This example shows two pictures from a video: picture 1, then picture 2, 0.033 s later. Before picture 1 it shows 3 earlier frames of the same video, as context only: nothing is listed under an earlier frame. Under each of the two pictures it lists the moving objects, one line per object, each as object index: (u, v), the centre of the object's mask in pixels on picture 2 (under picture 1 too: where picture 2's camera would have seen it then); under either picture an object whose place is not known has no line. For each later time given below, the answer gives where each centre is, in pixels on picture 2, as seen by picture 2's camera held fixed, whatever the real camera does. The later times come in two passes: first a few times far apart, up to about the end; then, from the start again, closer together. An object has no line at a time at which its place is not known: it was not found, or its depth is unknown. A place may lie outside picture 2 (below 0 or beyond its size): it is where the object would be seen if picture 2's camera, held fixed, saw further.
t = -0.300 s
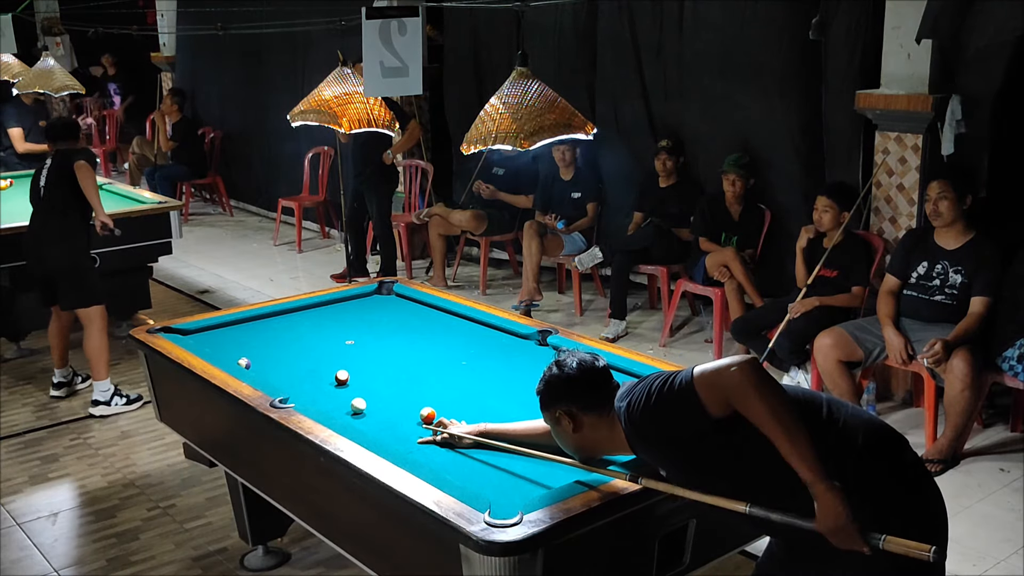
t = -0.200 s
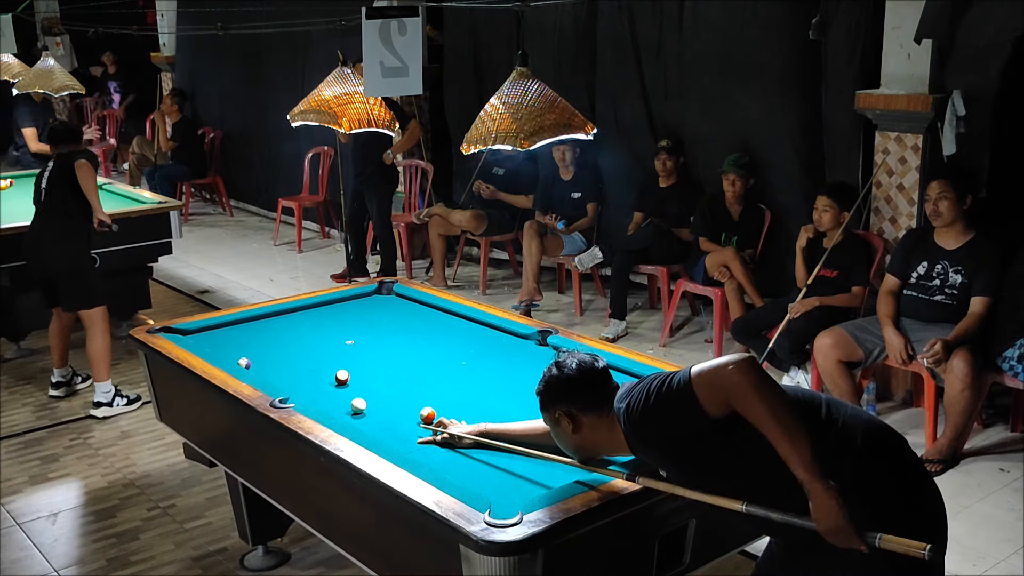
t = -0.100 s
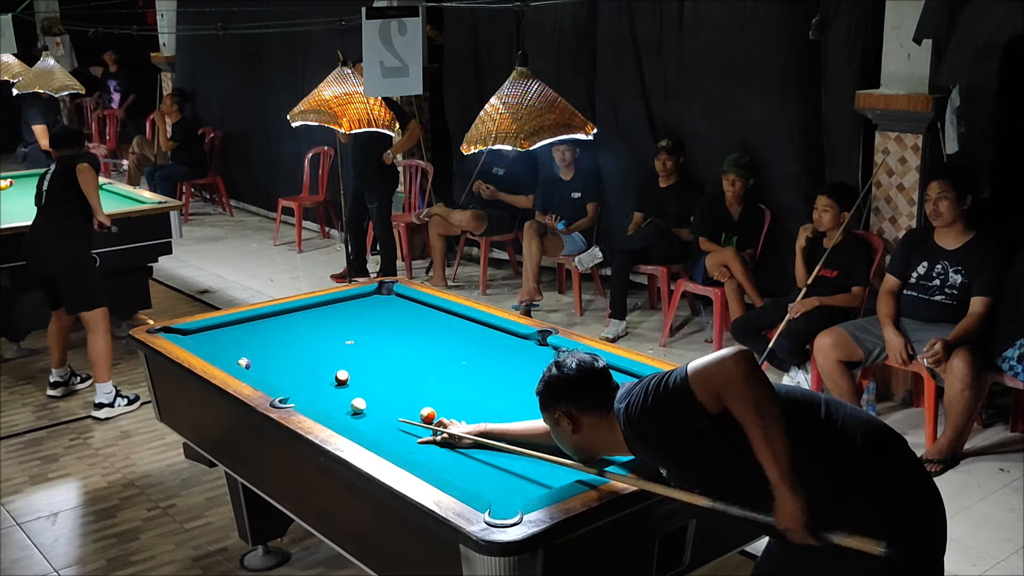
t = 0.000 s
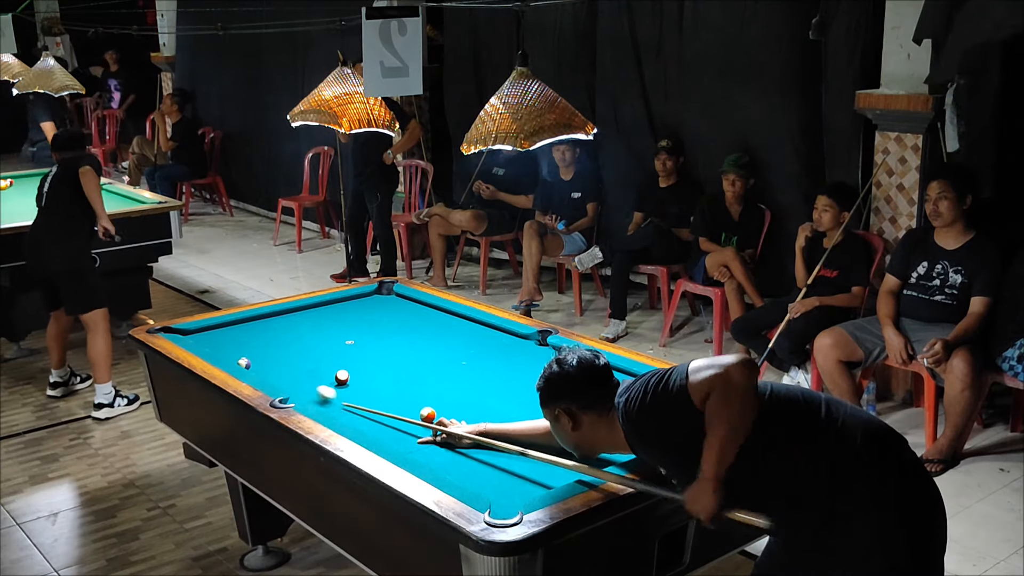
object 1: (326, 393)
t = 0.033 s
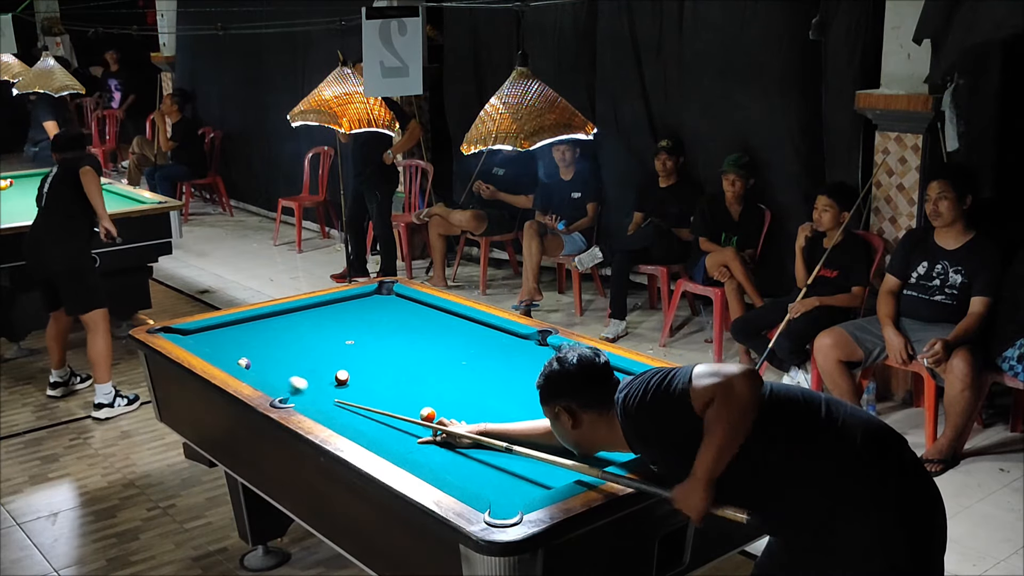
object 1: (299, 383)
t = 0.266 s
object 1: (262, 368)
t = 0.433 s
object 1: (279, 367)
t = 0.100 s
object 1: (251, 366)
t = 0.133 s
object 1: (248, 367)
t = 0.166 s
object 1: (252, 367)
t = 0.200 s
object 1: (255, 367)
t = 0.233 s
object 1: (259, 368)
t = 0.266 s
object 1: (262, 368)
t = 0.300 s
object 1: (266, 368)
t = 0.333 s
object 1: (269, 368)
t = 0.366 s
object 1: (273, 368)
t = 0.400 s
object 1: (276, 367)
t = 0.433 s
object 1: (279, 367)
